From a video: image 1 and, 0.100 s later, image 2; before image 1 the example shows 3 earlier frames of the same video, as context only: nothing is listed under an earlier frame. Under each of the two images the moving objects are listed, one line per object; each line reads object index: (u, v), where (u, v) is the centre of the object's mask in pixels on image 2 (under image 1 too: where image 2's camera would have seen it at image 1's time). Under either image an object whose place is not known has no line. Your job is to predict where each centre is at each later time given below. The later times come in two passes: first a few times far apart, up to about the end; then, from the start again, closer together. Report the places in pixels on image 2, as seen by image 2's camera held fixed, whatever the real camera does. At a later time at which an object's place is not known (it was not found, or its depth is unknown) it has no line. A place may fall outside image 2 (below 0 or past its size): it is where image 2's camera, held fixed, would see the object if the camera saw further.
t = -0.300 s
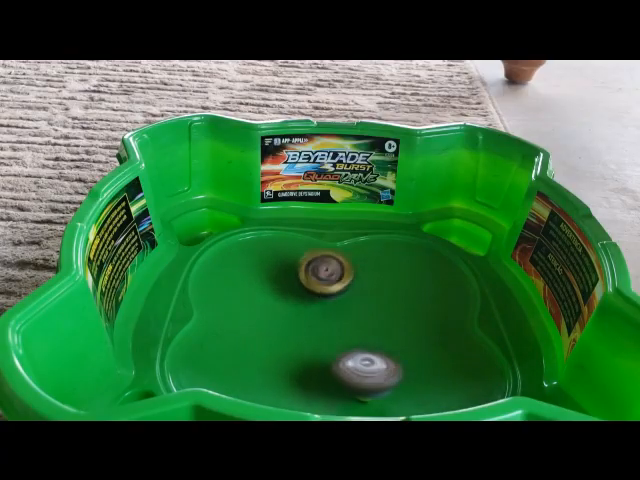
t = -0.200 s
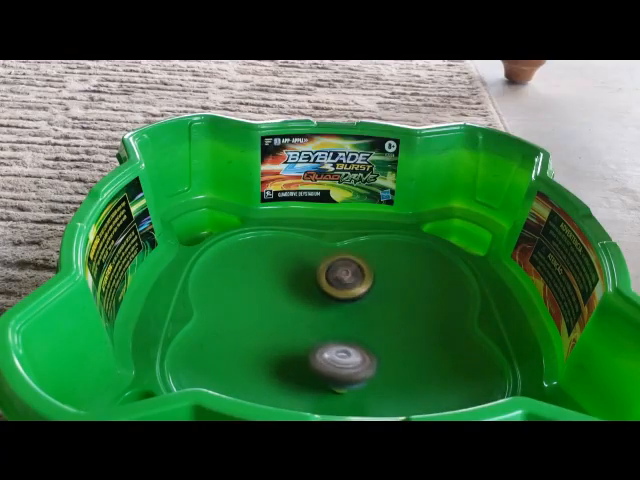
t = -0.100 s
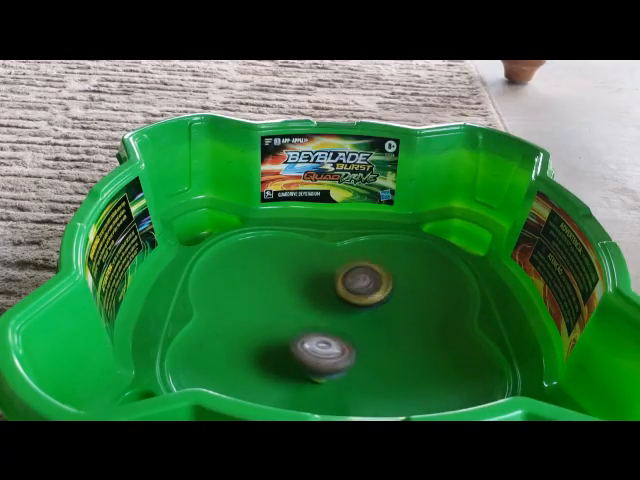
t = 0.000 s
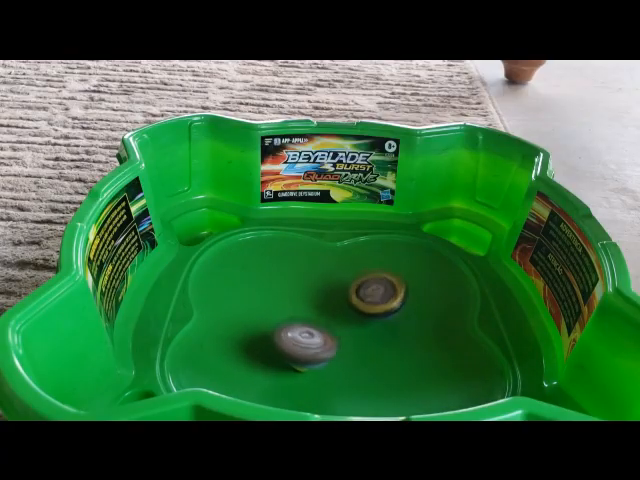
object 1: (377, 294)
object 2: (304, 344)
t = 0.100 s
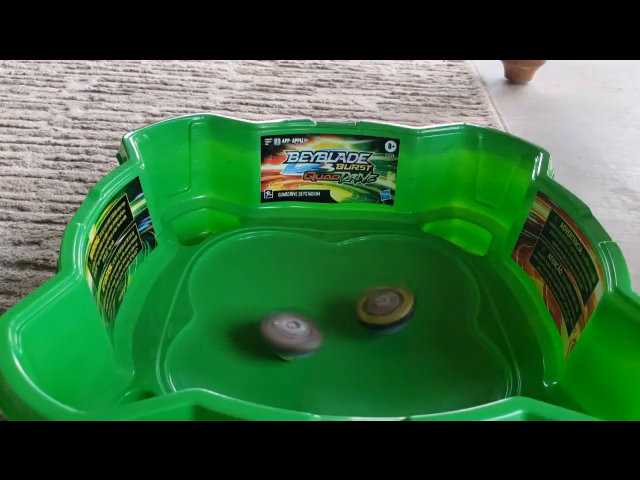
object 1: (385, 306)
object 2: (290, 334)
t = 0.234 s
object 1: (386, 325)
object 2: (277, 320)
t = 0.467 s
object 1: (353, 346)
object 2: (266, 297)
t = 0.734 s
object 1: (305, 334)
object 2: (277, 278)
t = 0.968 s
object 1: (298, 316)
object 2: (307, 263)
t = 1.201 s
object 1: (327, 308)
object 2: (340, 252)
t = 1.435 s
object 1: (355, 293)
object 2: (372, 252)
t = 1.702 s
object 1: (334, 314)
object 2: (417, 253)
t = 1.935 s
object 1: (298, 310)
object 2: (440, 272)
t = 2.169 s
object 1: (285, 294)
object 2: (443, 301)
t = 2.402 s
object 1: (312, 294)
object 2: (418, 331)
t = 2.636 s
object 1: (338, 303)
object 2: (379, 352)
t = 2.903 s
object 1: (336, 307)
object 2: (329, 360)
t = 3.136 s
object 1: (339, 307)
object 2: (290, 347)
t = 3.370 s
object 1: (349, 310)
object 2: (263, 320)
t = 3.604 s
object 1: (366, 314)
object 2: (254, 296)
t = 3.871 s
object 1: (357, 312)
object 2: (277, 277)
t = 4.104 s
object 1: (337, 318)
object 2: (316, 269)
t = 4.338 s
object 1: (340, 316)
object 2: (357, 265)
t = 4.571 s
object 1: (324, 321)
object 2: (400, 268)
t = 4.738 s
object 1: (327, 318)
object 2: (418, 283)
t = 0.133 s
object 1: (385, 310)
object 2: (287, 331)
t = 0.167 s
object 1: (387, 314)
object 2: (283, 327)
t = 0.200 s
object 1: (387, 321)
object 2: (280, 324)
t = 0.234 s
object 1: (386, 325)
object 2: (277, 320)
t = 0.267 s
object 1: (384, 330)
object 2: (274, 316)
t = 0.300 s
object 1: (380, 334)
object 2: (272, 313)
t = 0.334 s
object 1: (376, 339)
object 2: (270, 310)
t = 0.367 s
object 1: (372, 341)
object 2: (268, 307)
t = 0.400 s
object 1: (366, 343)
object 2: (267, 304)
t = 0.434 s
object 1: (360, 345)
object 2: (266, 300)
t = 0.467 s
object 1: (353, 346)
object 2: (266, 297)
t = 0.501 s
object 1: (347, 348)
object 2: (266, 295)
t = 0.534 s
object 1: (339, 347)
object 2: (266, 291)
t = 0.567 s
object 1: (333, 345)
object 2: (267, 289)
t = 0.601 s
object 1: (326, 344)
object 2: (268, 286)
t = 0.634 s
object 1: (320, 341)
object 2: (269, 284)
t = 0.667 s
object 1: (314, 339)
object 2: (272, 281)
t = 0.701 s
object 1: (309, 336)
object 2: (274, 279)
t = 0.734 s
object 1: (305, 334)
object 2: (277, 278)
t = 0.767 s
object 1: (302, 328)
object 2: (280, 276)
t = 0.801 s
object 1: (299, 324)
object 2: (283, 275)
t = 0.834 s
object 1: (297, 320)
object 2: (287, 273)
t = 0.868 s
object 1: (297, 315)
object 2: (292, 272)
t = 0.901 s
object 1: (296, 316)
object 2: (297, 268)
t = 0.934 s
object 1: (295, 316)
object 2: (302, 265)
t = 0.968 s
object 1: (298, 316)
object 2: (307, 263)
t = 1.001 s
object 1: (299, 313)
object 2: (312, 260)
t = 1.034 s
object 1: (304, 314)
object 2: (316, 258)
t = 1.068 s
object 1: (307, 313)
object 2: (321, 256)
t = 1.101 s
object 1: (313, 311)
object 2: (325, 255)
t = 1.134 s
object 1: (317, 311)
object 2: (330, 254)
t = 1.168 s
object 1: (323, 309)
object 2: (335, 253)
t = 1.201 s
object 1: (327, 308)
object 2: (340, 252)
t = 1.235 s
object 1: (332, 306)
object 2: (345, 252)
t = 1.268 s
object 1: (337, 302)
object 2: (349, 251)
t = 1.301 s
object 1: (340, 301)
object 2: (353, 251)
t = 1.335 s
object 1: (346, 299)
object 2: (358, 251)
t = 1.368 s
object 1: (348, 296)
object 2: (363, 252)
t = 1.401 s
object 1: (353, 294)
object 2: (368, 252)
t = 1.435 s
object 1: (355, 293)
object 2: (372, 252)
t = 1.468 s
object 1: (359, 292)
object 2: (376, 253)
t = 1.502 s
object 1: (359, 292)
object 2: (381, 255)
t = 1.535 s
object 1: (355, 296)
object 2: (389, 254)
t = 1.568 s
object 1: (350, 303)
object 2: (395, 253)
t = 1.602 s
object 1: (347, 307)
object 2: (401, 252)
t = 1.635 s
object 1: (343, 310)
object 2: (405, 252)
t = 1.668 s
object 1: (339, 312)
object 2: (411, 253)
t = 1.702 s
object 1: (334, 314)
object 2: (417, 253)
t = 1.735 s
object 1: (330, 315)
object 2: (421, 255)
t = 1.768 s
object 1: (324, 316)
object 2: (427, 257)
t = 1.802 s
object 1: (318, 316)
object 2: (431, 258)
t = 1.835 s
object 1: (314, 315)
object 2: (433, 261)
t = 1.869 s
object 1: (309, 314)
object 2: (436, 263)
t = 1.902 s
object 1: (304, 312)
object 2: (438, 267)
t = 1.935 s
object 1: (298, 310)
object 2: (440, 272)
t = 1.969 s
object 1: (294, 307)
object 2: (443, 274)
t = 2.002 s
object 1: (290, 305)
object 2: (444, 279)
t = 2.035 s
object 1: (288, 299)
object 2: (445, 283)
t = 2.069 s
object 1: (286, 300)
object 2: (445, 287)
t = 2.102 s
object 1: (283, 295)
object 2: (444, 292)
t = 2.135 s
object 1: (284, 297)
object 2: (444, 296)
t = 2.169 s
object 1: (285, 294)
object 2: (443, 301)
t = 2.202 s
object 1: (288, 294)
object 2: (440, 305)
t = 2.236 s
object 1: (290, 292)
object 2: (438, 310)
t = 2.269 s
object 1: (292, 291)
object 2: (435, 314)
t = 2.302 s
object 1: (297, 291)
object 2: (431, 318)
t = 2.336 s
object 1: (301, 292)
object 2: (427, 323)
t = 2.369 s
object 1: (307, 293)
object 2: (423, 326)
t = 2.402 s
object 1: (312, 294)
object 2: (418, 331)
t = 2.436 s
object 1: (317, 296)
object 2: (413, 334)
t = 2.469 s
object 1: (321, 297)
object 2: (408, 337)
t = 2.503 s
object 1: (326, 300)
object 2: (402, 340)
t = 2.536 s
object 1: (329, 302)
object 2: (396, 343)
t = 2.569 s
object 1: (333, 304)
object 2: (389, 345)
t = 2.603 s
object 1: (335, 306)
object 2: (383, 348)
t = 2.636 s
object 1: (338, 303)
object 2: (379, 352)
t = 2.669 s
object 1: (337, 304)
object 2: (375, 355)
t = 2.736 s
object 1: (338, 305)
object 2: (362, 359)
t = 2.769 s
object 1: (337, 304)
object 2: (355, 359)
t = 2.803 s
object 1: (340, 306)
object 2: (348, 360)
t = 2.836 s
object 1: (337, 306)
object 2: (341, 361)
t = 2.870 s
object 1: (339, 306)
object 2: (335, 360)
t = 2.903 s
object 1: (336, 307)
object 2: (329, 360)
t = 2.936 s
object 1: (338, 307)
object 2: (323, 358)
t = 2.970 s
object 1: (338, 308)
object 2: (316, 358)
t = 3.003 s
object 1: (340, 307)
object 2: (311, 356)
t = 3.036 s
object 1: (339, 308)
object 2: (304, 355)
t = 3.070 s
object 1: (338, 306)
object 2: (298, 352)
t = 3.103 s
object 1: (341, 307)
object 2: (295, 349)
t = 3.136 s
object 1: (339, 307)
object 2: (290, 347)
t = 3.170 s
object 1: (342, 307)
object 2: (286, 344)
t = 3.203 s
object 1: (339, 308)
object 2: (282, 340)
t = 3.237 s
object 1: (341, 306)
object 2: (280, 337)
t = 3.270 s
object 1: (342, 309)
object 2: (278, 333)
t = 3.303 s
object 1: (343, 307)
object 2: (274, 329)
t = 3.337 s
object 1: (348, 310)
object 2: (268, 323)
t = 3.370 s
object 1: (349, 310)
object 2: (263, 320)
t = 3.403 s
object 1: (352, 309)
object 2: (259, 316)
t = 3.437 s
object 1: (356, 310)
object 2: (257, 313)
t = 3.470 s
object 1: (357, 311)
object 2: (255, 310)
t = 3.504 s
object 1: (360, 312)
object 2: (254, 306)
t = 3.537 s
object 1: (361, 313)
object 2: (253, 303)
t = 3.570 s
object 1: (363, 311)
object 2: (253, 299)
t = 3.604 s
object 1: (366, 314)
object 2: (254, 296)
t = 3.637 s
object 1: (364, 314)
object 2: (254, 292)
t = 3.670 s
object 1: (365, 317)
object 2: (256, 290)
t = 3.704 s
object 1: (366, 315)
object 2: (258, 286)
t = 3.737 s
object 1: (363, 312)
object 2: (261, 284)
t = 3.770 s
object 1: (363, 315)
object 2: (264, 282)
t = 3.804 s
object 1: (362, 314)
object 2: (268, 279)
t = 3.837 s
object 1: (360, 310)
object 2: (272, 278)
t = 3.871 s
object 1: (357, 312)
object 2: (277, 277)
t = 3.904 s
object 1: (354, 310)
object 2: (281, 276)
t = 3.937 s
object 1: (350, 310)
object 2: (287, 276)
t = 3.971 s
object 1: (345, 307)
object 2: (294, 275)
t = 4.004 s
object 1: (344, 307)
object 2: (299, 273)
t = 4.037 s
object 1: (341, 311)
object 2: (304, 271)
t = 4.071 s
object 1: (337, 314)
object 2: (310, 269)
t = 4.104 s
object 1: (337, 318)
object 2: (316, 269)
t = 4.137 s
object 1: (335, 320)
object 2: (321, 268)
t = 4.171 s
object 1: (337, 319)
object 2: (327, 268)
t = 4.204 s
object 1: (338, 317)
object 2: (333, 267)
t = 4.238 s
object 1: (339, 315)
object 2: (339, 267)
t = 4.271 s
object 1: (338, 315)
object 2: (344, 267)
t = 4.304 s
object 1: (340, 314)
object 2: (350, 268)
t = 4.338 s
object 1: (340, 316)
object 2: (357, 265)
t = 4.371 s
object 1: (341, 317)
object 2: (366, 265)
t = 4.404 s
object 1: (339, 322)
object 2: (372, 265)
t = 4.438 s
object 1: (332, 323)
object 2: (379, 264)
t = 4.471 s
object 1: (329, 322)
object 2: (385, 265)
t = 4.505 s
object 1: (326, 321)
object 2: (391, 266)
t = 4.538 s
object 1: (323, 322)
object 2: (396, 266)
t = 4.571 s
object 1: (324, 321)
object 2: (400, 268)
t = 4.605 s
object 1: (324, 321)
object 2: (405, 271)
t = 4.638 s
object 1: (326, 322)
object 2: (408, 273)
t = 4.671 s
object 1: (325, 322)
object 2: (412, 277)
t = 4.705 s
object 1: (325, 320)
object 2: (415, 279)
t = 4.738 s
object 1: (327, 318)
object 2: (418, 283)
